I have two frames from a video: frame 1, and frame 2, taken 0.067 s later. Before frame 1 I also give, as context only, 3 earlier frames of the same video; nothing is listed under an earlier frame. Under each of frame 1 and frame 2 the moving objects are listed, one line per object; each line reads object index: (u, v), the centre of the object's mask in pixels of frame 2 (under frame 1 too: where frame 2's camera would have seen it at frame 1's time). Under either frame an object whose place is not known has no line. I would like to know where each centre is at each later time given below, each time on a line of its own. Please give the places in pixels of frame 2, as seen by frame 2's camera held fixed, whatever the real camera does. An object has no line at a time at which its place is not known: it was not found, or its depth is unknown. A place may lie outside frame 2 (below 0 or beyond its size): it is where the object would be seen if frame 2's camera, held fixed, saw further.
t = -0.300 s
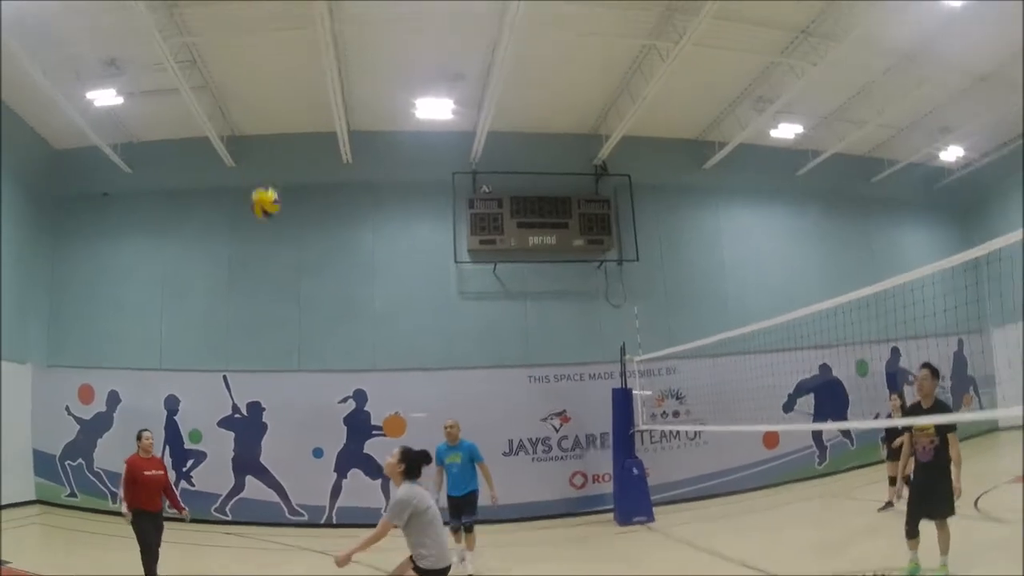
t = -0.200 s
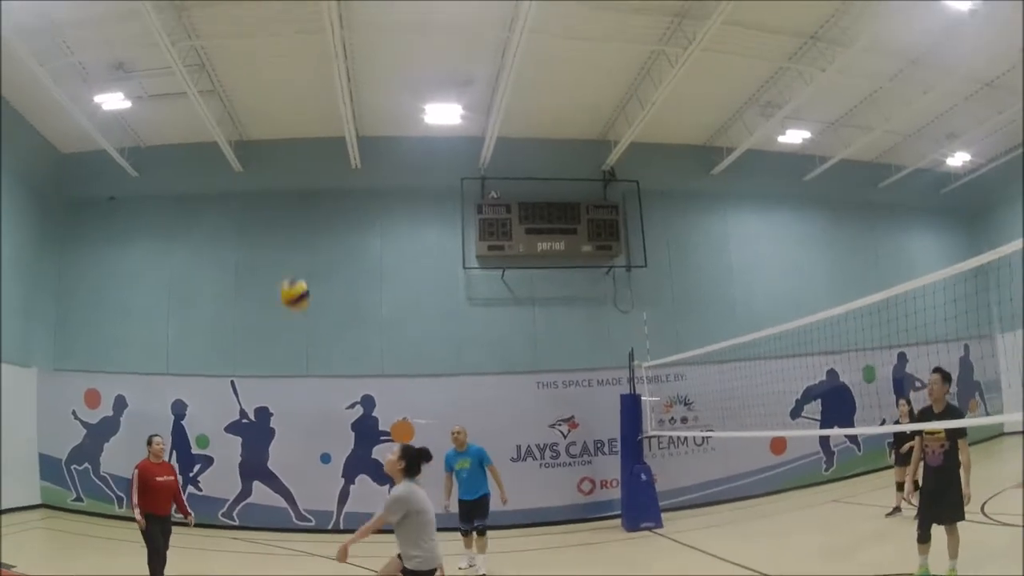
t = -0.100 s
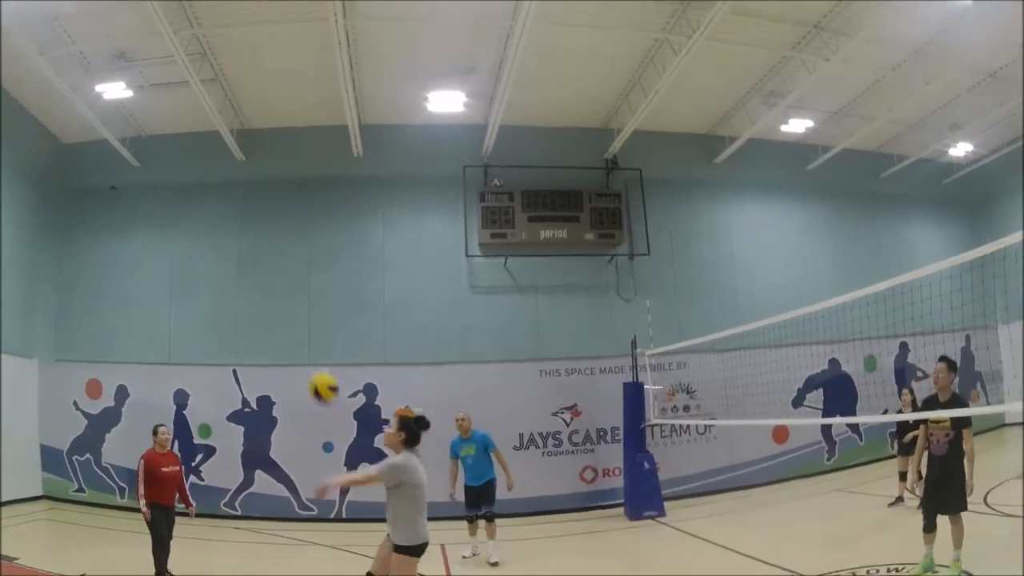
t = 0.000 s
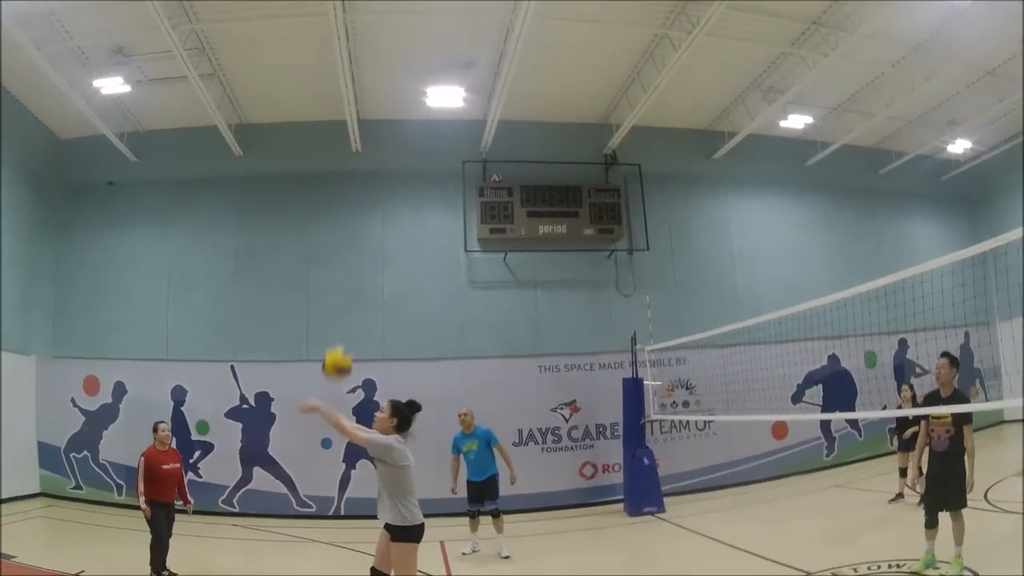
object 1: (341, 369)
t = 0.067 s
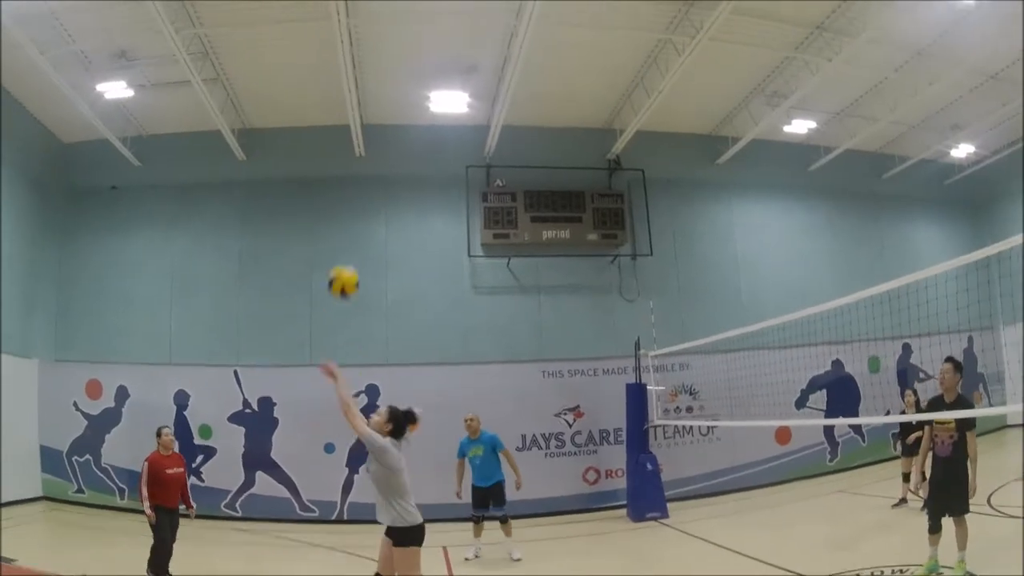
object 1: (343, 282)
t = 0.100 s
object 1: (344, 241)
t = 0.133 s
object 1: (347, 201)
